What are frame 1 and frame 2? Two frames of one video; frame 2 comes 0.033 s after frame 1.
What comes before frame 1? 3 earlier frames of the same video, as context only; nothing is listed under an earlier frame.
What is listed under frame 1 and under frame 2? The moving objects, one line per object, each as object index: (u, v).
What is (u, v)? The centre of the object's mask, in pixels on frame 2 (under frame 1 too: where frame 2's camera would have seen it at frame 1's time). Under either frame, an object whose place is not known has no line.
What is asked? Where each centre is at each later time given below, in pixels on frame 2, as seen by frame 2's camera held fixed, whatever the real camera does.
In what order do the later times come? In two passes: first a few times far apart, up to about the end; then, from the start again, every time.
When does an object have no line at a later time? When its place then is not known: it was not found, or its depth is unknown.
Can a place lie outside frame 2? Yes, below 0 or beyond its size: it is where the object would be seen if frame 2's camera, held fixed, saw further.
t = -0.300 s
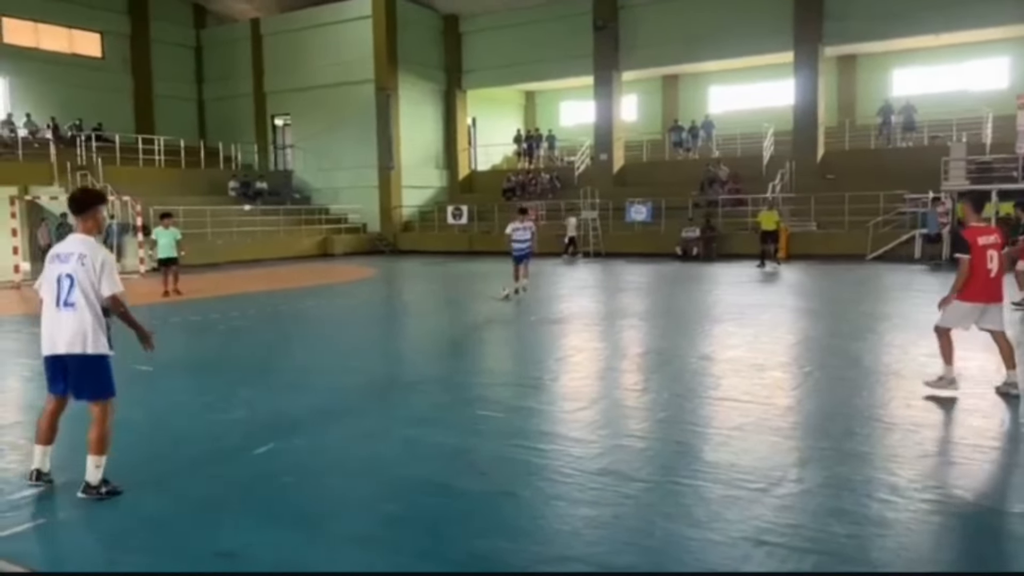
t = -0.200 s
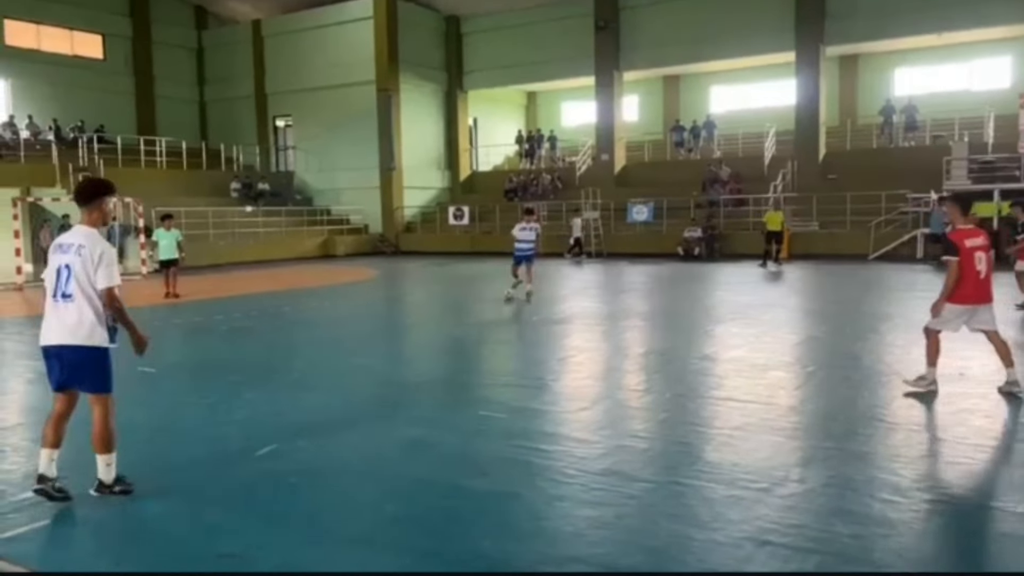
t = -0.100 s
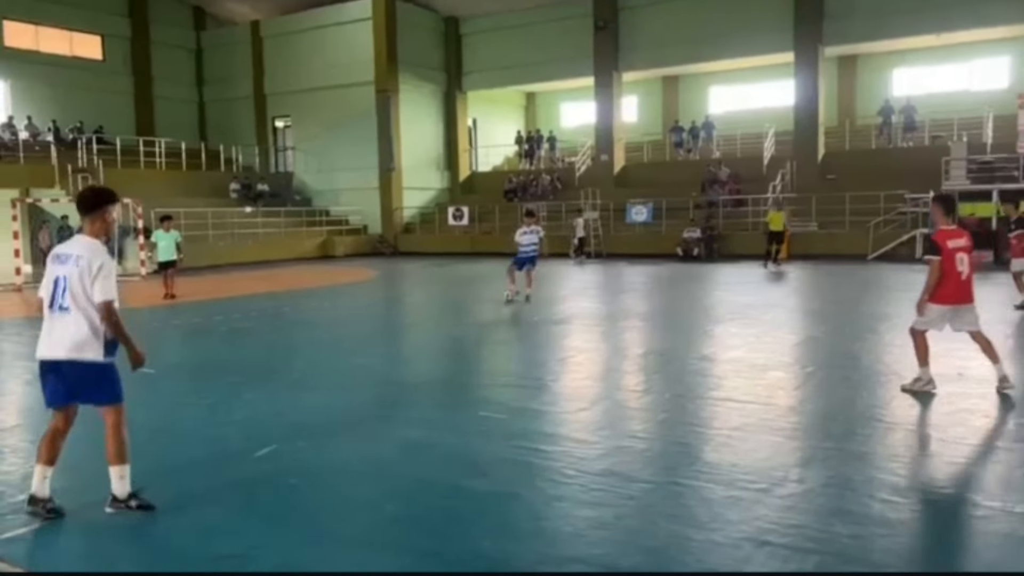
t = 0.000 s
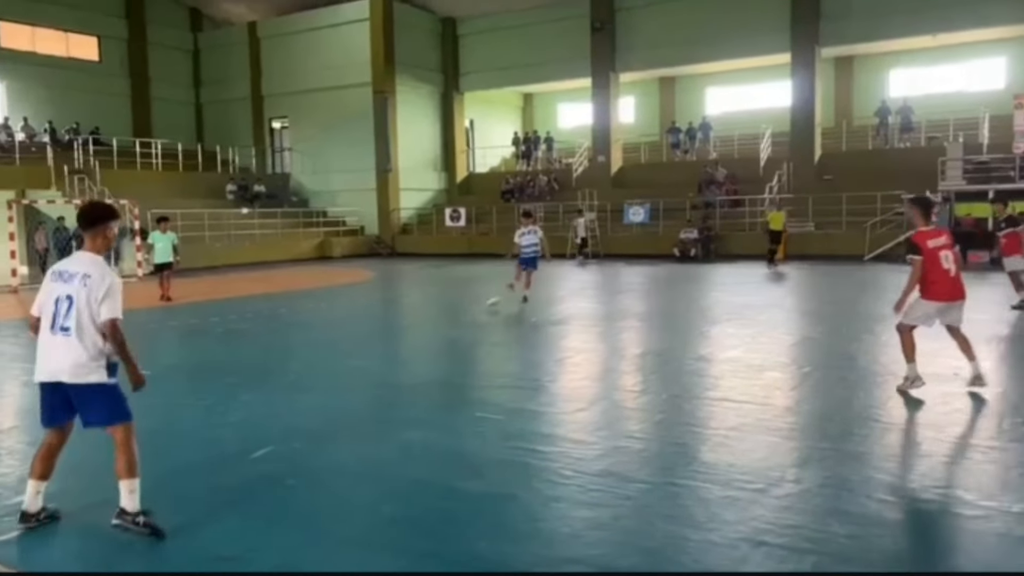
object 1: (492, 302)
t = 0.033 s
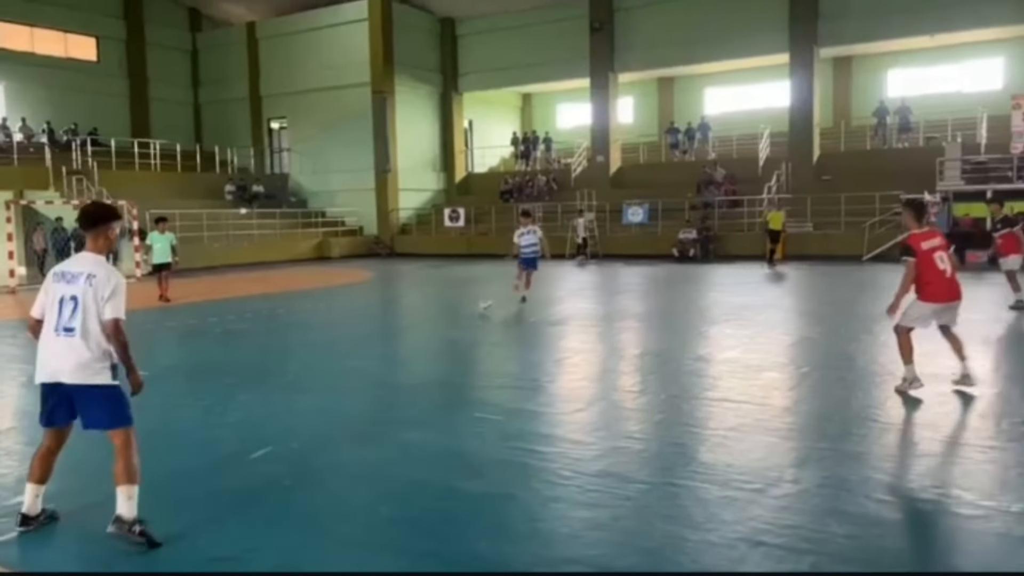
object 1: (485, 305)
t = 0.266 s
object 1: (423, 332)
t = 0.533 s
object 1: (317, 379)
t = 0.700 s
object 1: (216, 416)
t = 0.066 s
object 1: (477, 308)
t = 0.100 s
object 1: (471, 312)
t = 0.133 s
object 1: (460, 317)
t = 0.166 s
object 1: (451, 321)
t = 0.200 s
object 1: (442, 326)
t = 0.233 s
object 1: (432, 328)
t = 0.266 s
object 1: (423, 332)
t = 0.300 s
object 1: (413, 337)
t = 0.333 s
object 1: (401, 344)
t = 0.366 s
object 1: (388, 349)
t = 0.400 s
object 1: (376, 353)
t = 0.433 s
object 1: (363, 359)
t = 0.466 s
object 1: (349, 365)
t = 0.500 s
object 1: (333, 373)
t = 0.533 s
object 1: (317, 379)
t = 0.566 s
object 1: (300, 386)
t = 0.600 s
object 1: (280, 395)
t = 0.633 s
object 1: (260, 405)
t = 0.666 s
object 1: (240, 409)
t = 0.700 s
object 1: (216, 416)
